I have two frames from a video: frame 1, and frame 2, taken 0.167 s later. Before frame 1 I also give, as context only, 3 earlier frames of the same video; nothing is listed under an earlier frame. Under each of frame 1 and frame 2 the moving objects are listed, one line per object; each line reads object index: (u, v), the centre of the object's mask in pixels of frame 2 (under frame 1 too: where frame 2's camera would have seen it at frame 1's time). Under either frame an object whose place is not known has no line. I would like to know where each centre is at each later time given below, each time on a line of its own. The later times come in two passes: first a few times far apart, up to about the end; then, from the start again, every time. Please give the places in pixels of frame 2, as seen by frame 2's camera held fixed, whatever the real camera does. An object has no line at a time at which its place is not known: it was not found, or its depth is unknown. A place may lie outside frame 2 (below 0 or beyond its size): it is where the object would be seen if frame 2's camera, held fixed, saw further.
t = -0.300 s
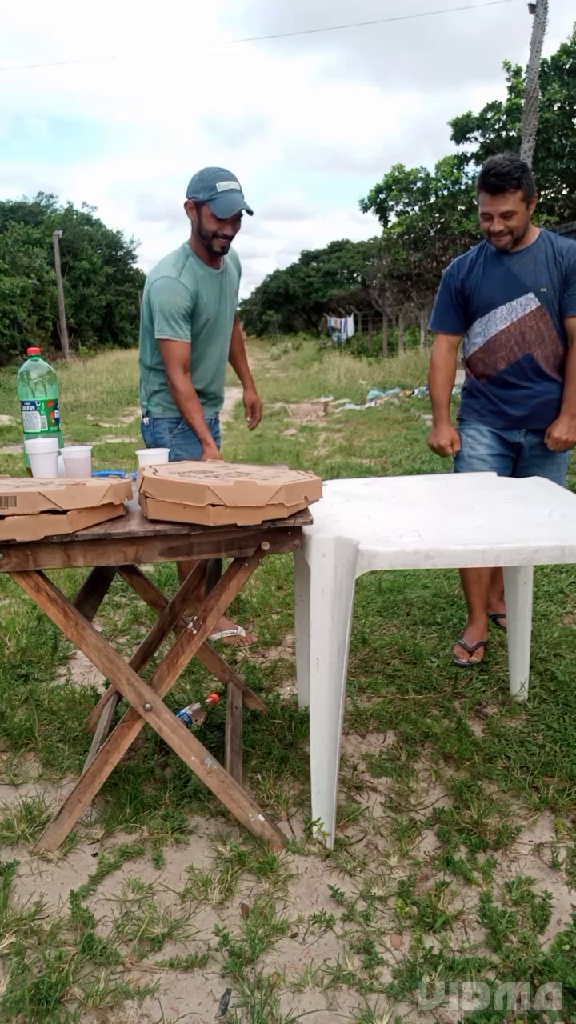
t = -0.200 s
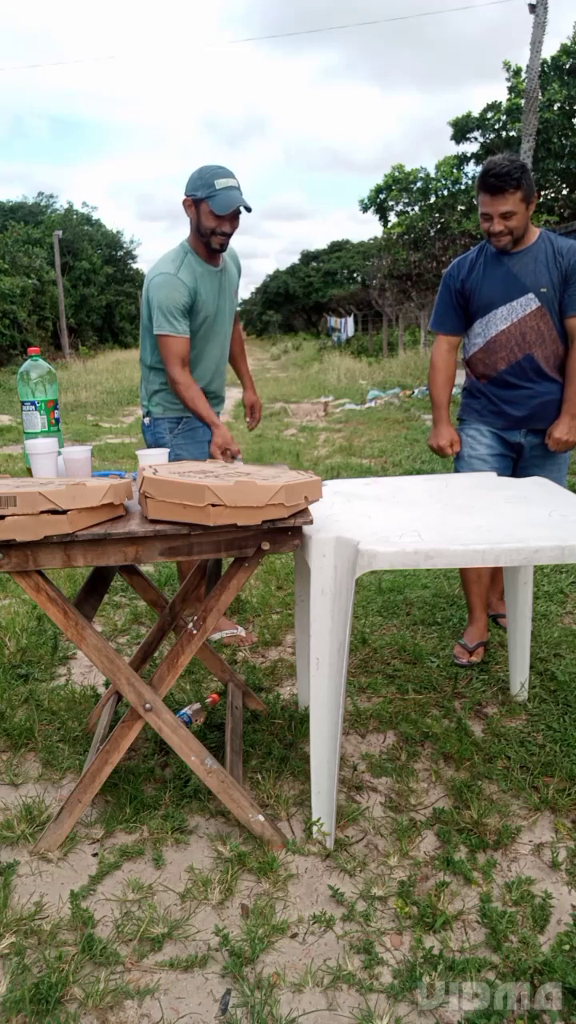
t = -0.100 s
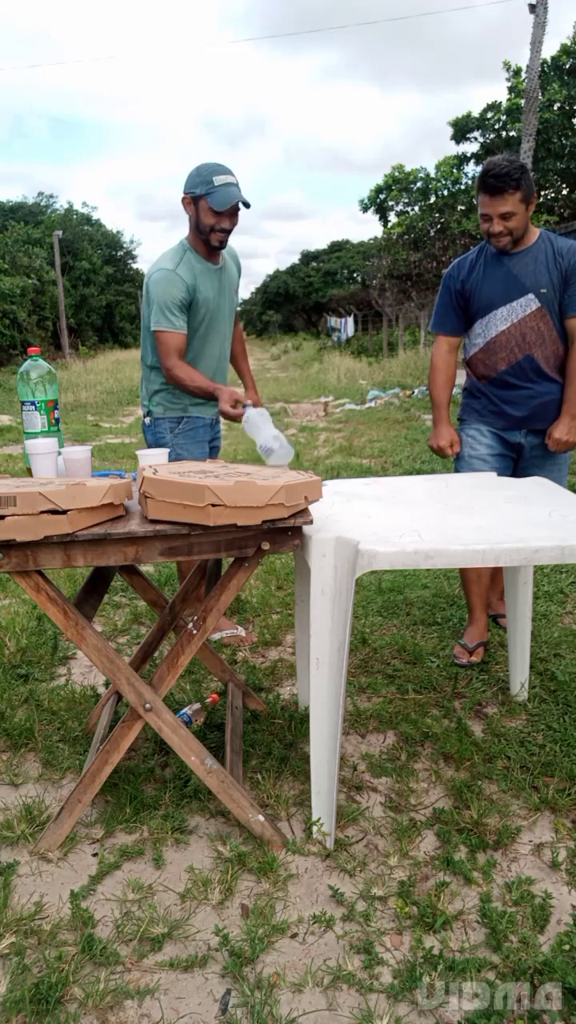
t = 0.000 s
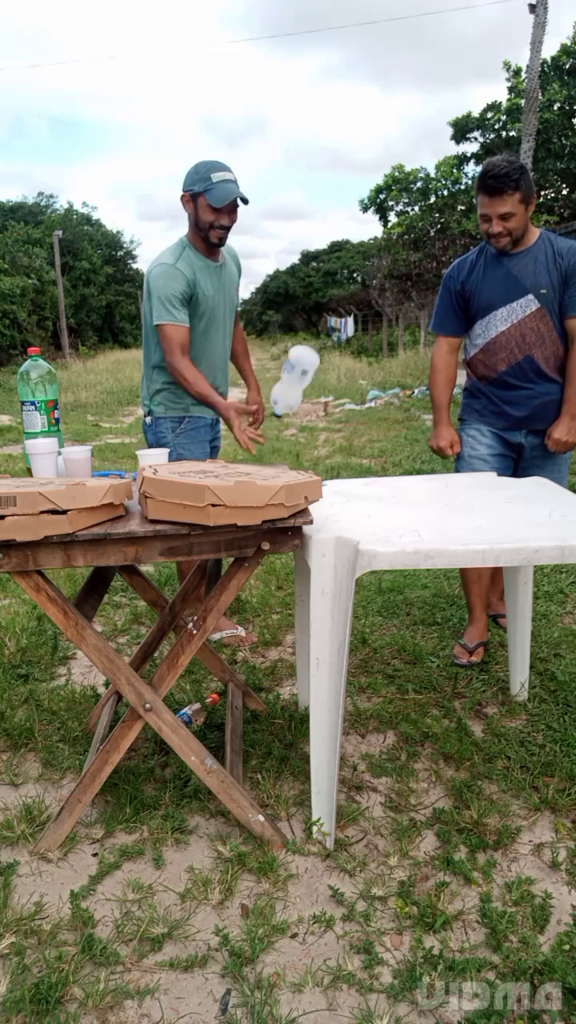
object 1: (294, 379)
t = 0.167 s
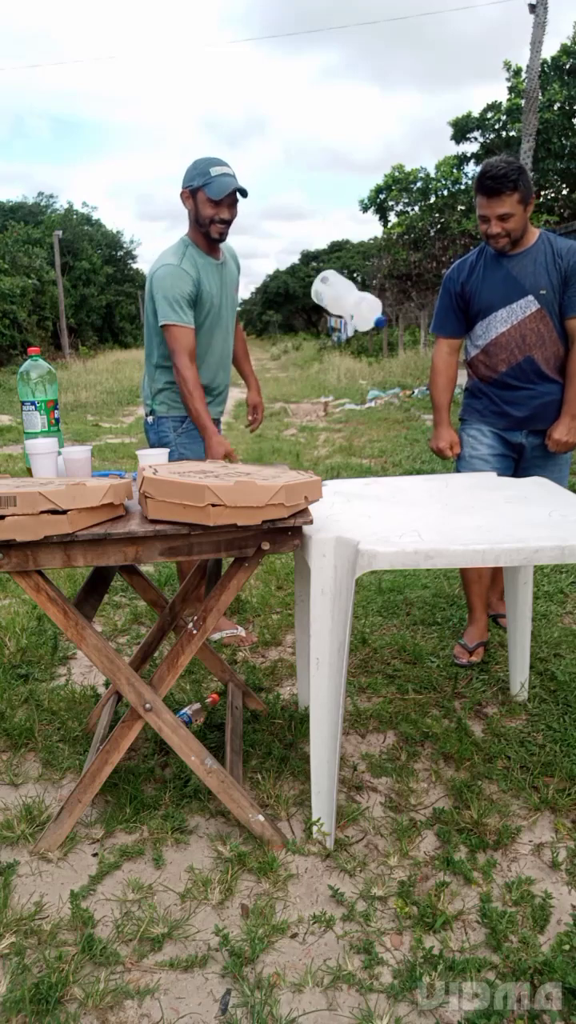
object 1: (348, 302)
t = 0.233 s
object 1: (370, 300)
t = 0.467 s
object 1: (450, 462)
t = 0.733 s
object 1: (516, 496)
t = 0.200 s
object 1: (359, 298)
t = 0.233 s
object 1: (370, 300)
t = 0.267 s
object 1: (381, 308)
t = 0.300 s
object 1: (392, 320)
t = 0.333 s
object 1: (404, 338)
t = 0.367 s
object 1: (416, 361)
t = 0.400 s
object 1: (427, 390)
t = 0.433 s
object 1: (438, 424)
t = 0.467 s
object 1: (450, 462)
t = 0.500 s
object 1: (470, 467)
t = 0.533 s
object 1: (485, 487)
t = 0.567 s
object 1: (491, 493)
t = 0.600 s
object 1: (498, 494)
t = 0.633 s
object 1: (506, 495)
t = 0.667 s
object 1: (512, 495)
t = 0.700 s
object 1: (515, 496)
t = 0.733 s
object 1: (516, 496)
